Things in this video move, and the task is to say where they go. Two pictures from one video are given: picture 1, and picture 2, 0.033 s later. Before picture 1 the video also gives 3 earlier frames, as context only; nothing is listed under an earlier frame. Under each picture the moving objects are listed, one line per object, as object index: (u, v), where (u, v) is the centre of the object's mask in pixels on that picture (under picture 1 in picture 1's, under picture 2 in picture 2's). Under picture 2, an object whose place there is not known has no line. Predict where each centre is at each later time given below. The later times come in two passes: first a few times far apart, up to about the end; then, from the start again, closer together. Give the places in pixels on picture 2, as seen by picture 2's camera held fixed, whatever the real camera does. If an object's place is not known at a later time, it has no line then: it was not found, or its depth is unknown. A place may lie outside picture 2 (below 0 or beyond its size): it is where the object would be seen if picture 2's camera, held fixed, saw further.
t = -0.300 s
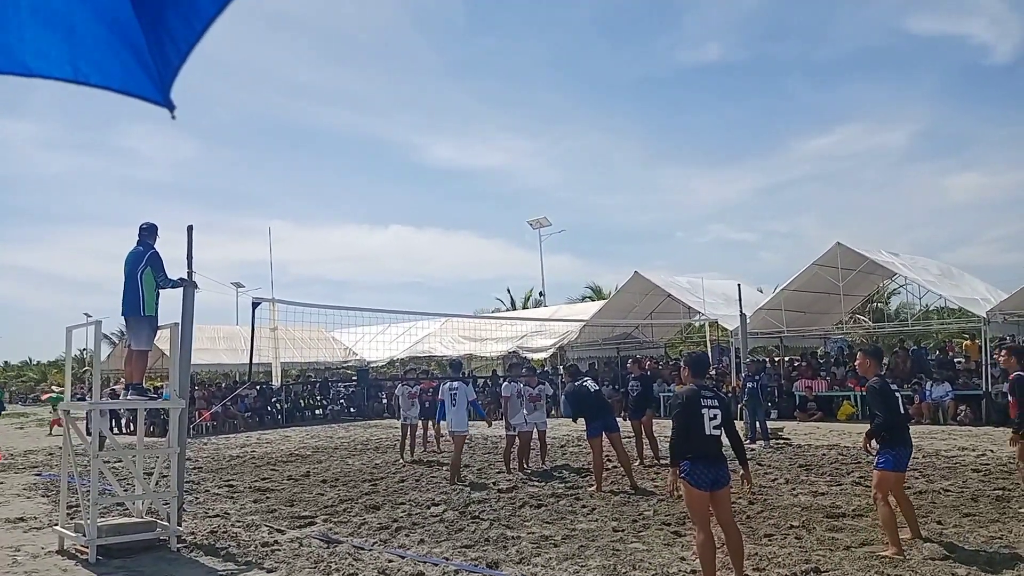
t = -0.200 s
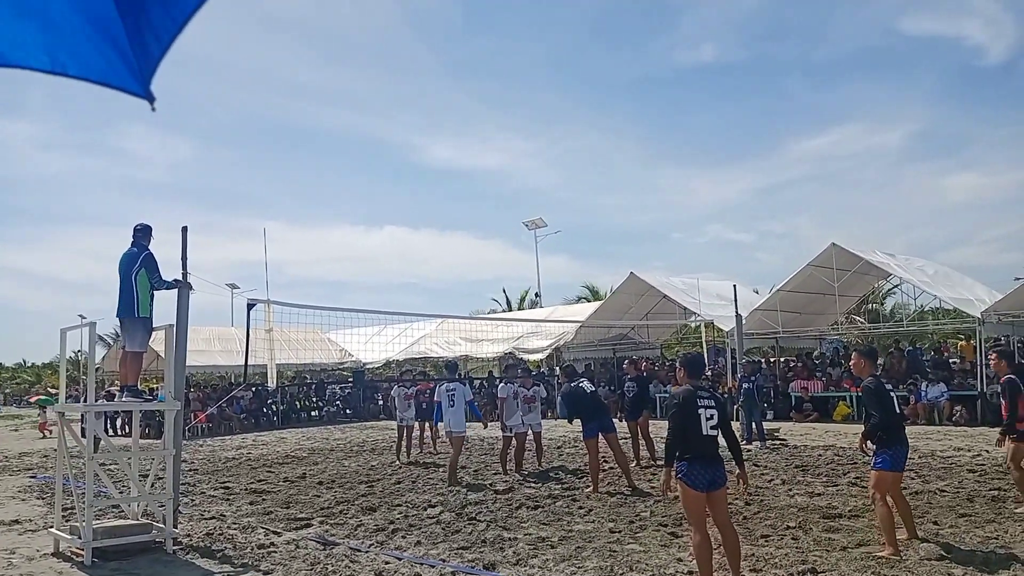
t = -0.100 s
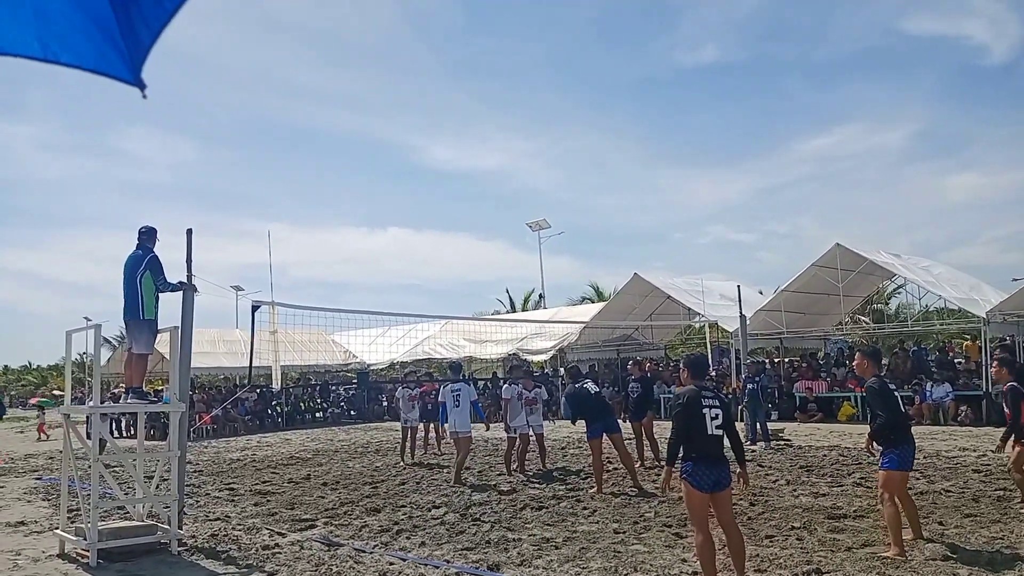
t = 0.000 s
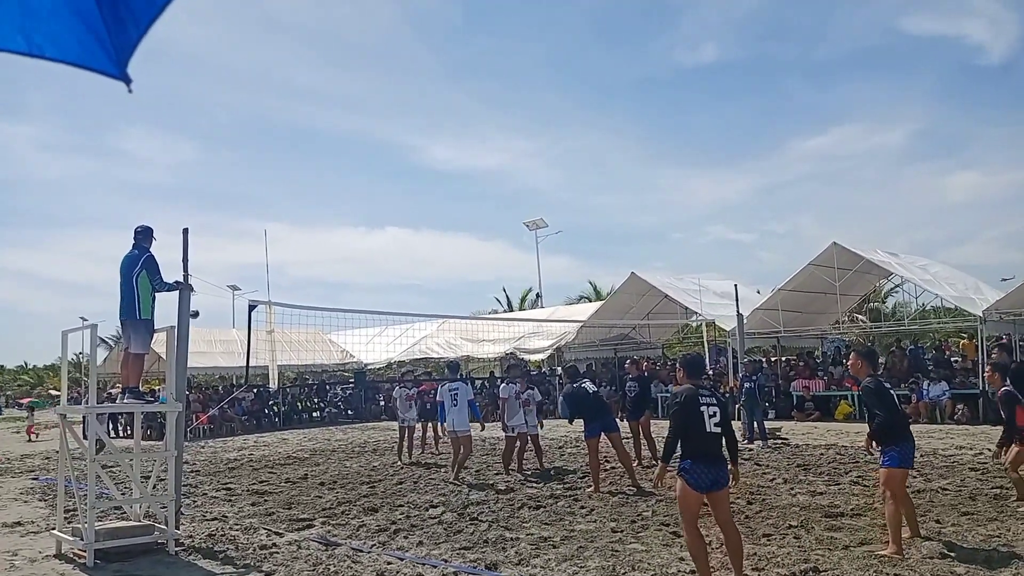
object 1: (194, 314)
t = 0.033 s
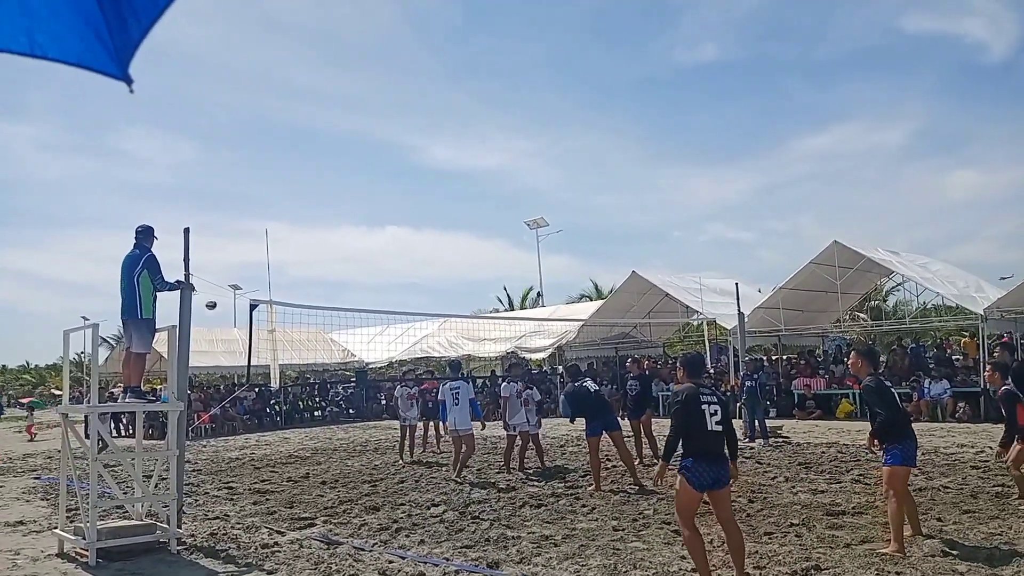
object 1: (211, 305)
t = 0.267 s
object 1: (326, 260)
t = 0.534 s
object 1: (468, 240)
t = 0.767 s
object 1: (606, 256)
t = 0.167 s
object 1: (275, 277)
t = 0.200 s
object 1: (292, 270)
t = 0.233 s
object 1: (309, 265)
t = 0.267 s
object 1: (326, 260)
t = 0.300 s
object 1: (342, 255)
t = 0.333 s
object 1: (360, 251)
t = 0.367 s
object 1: (378, 248)
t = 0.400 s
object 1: (396, 245)
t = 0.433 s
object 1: (413, 243)
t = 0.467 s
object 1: (431, 241)
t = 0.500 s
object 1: (449, 240)
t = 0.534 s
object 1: (468, 240)
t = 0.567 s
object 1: (487, 240)
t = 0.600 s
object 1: (506, 241)
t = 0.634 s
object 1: (526, 242)
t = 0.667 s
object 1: (545, 244)
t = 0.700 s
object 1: (565, 247)
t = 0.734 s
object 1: (585, 251)
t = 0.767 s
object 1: (606, 256)
